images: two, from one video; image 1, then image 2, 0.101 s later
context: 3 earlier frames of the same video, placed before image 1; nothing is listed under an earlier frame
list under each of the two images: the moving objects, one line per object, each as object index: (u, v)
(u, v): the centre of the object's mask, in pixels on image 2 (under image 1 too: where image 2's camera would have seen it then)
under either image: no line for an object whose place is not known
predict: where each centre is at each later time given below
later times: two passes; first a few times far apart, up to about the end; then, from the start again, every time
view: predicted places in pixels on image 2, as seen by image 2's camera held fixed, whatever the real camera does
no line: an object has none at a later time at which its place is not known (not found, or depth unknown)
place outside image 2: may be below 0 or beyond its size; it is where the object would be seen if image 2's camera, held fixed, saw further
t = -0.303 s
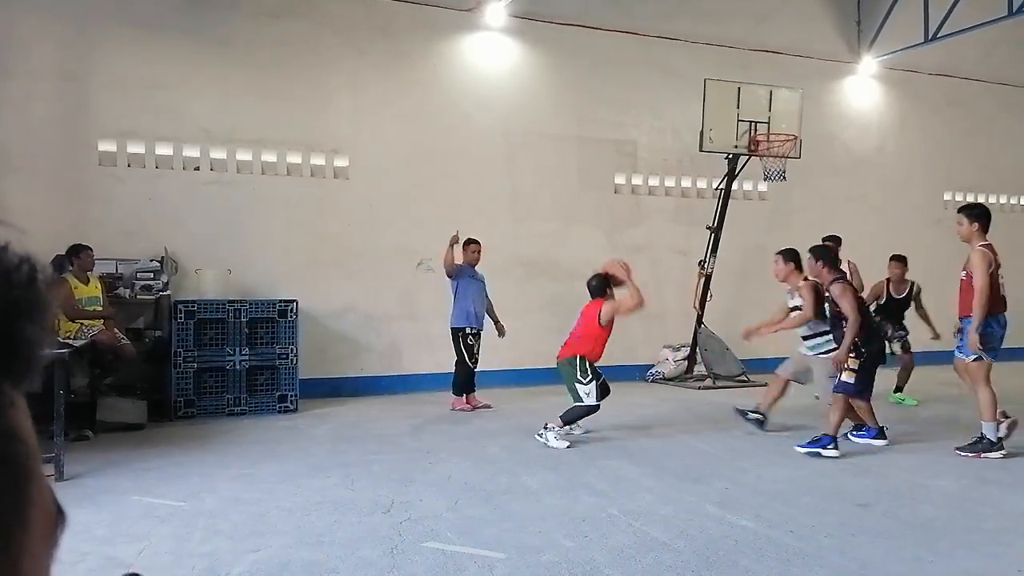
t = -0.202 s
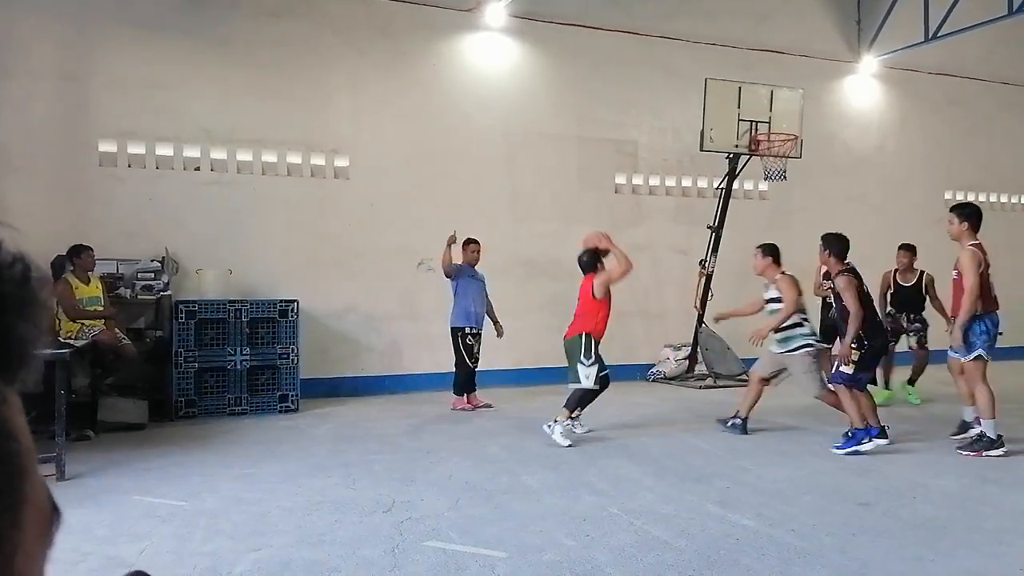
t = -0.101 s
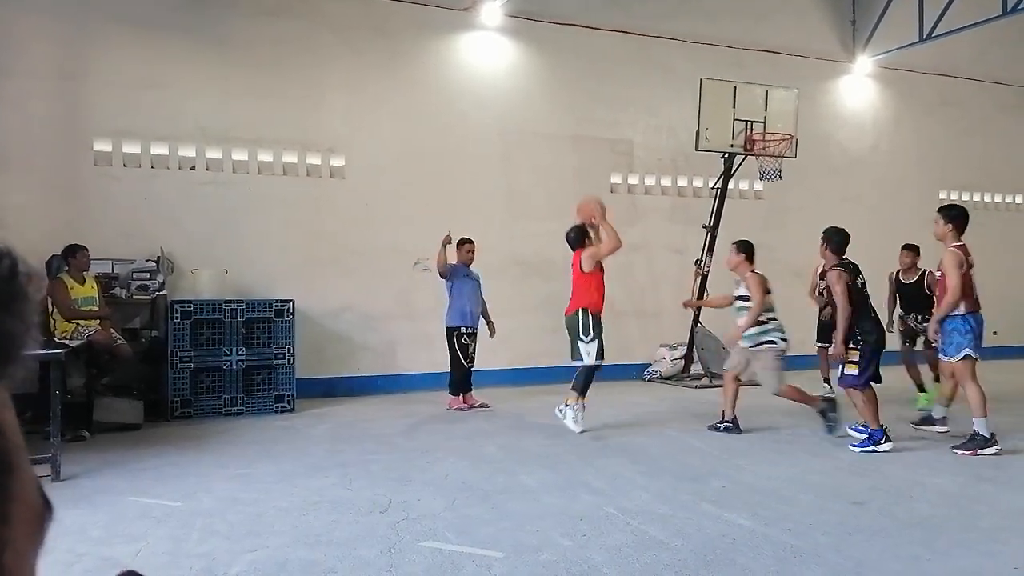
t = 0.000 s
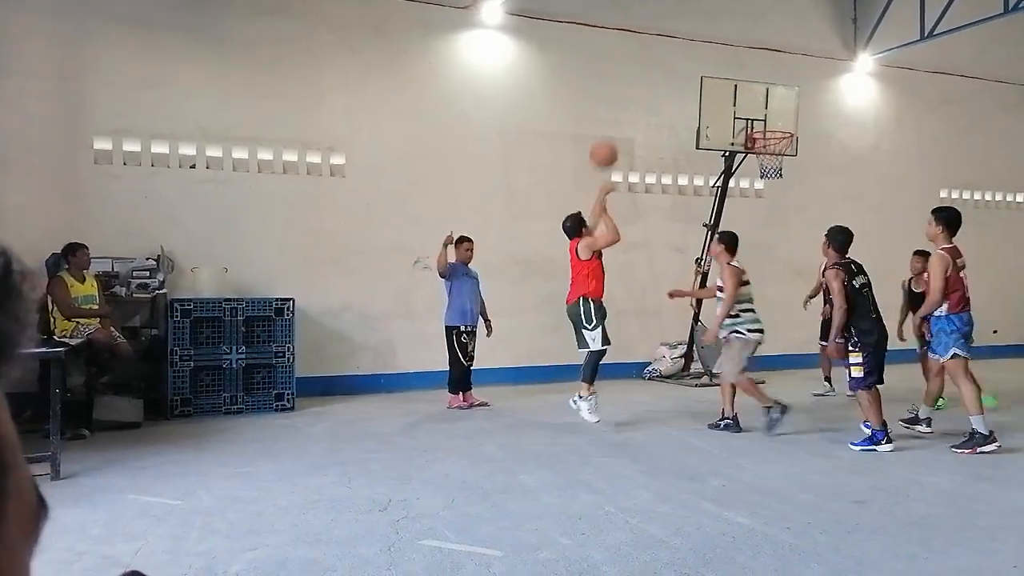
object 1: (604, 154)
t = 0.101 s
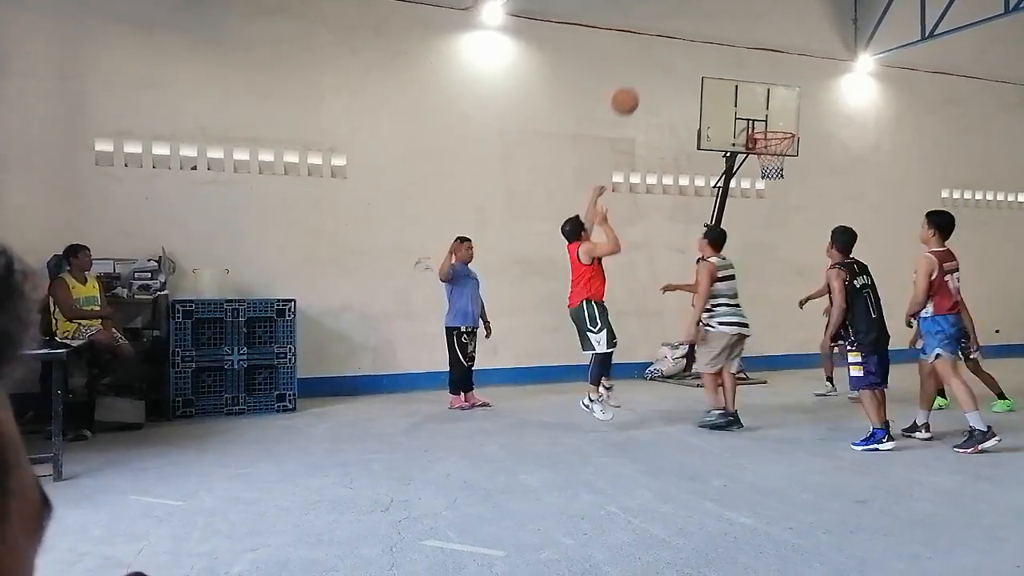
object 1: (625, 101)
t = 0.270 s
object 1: (656, 44)
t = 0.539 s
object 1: (700, 26)
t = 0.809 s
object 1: (737, 75)
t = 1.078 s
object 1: (738, 131)
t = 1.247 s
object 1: (714, 158)
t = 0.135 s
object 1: (631, 86)
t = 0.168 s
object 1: (638, 73)
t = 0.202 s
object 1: (644, 62)
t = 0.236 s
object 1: (650, 52)
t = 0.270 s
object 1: (656, 44)
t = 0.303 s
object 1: (662, 38)
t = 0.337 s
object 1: (668, 32)
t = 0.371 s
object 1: (673, 28)
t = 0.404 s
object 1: (679, 26)
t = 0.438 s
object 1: (684, 24)
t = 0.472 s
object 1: (690, 24)
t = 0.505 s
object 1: (695, 24)
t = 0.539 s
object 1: (700, 26)
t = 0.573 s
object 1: (705, 29)
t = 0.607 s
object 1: (710, 32)
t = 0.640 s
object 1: (715, 37)
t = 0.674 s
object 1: (720, 43)
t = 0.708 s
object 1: (724, 50)
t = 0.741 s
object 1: (728, 57)
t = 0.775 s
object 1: (733, 66)
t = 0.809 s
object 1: (737, 75)
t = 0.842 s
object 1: (742, 86)
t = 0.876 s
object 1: (745, 97)
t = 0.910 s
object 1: (749, 109)
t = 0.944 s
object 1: (753, 122)
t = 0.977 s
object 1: (752, 126)
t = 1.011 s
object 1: (747, 127)
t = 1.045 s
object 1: (743, 129)
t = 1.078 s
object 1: (738, 131)
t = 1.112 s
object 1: (734, 134)
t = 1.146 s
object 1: (729, 138)
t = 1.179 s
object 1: (725, 143)
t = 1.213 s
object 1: (720, 150)
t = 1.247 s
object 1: (714, 158)
